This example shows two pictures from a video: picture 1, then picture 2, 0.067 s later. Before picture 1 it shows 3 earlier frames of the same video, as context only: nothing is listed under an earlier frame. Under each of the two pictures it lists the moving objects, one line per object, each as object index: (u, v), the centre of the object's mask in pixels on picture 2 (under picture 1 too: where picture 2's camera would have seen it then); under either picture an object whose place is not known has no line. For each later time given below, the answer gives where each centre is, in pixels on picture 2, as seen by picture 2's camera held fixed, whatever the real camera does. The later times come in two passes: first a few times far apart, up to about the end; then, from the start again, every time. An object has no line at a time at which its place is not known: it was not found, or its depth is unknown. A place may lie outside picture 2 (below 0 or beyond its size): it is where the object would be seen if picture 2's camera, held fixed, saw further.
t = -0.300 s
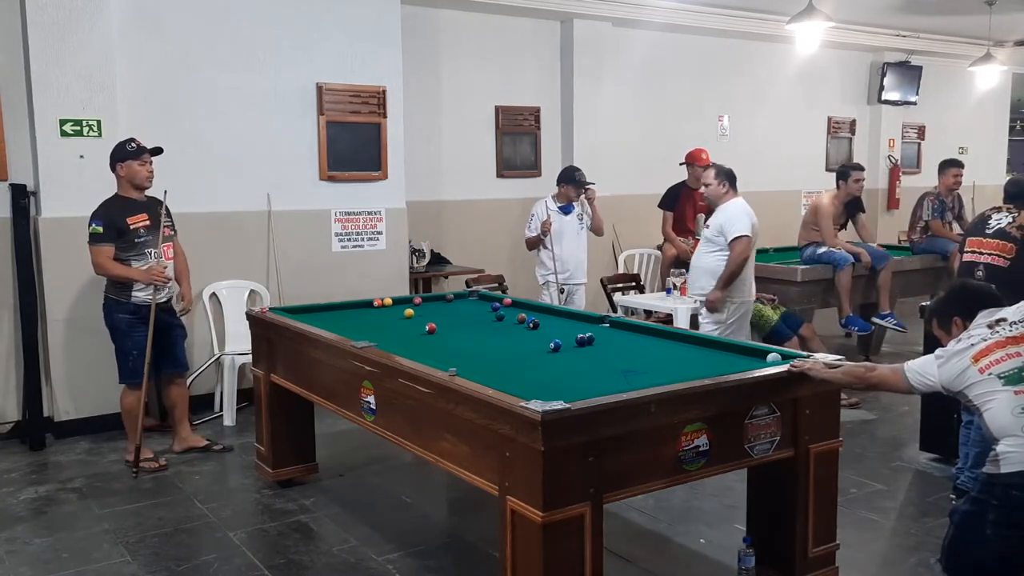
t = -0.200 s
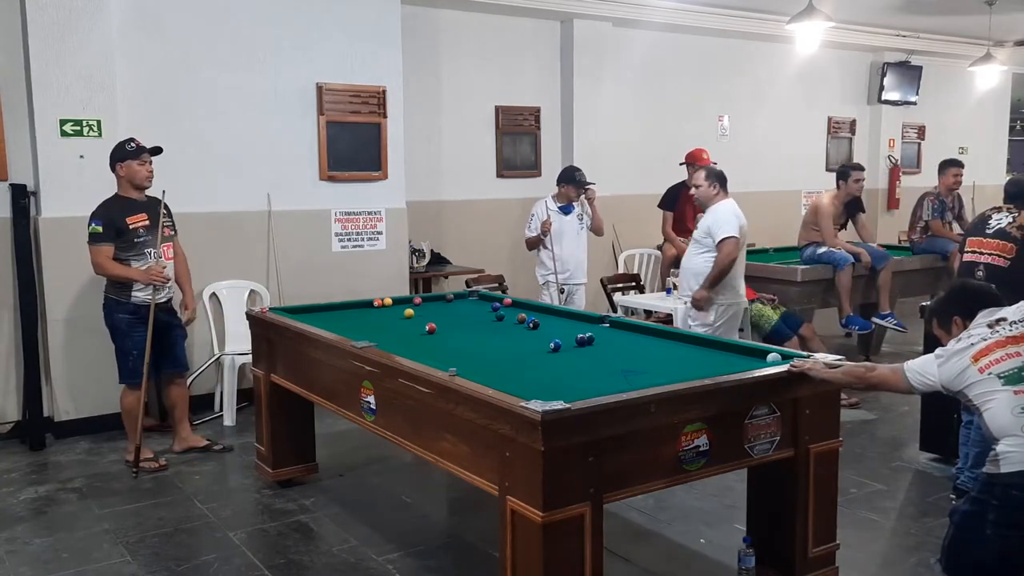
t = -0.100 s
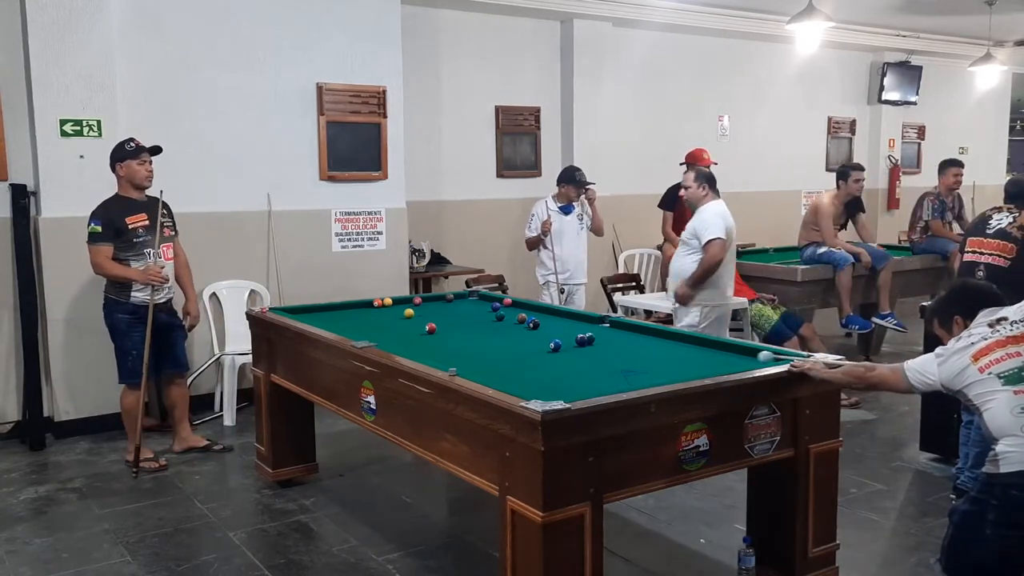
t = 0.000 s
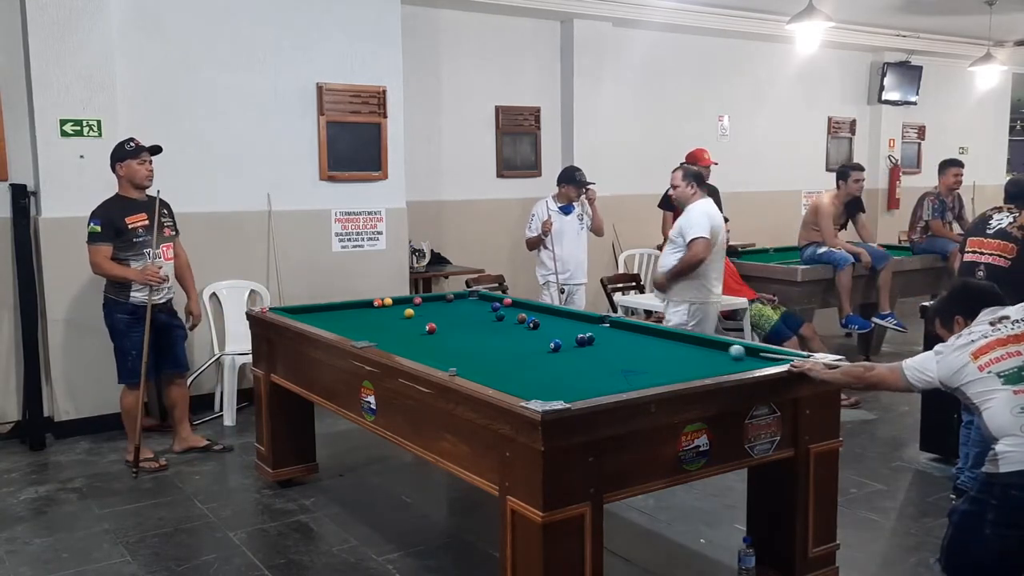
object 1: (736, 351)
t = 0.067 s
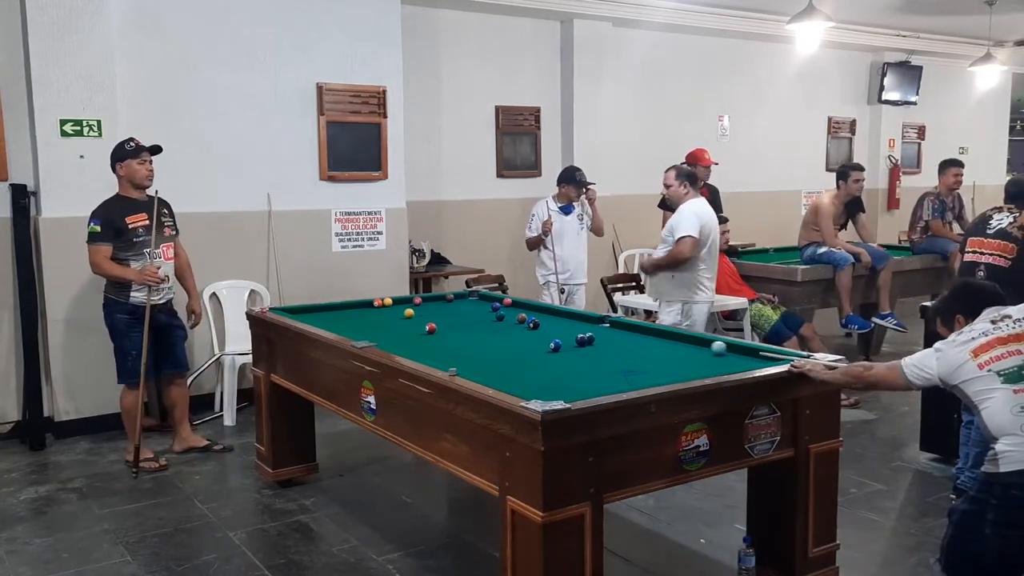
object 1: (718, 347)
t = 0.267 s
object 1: (668, 332)
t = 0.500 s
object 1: (620, 325)
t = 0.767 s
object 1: (572, 315)
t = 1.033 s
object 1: (532, 307)
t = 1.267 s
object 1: (509, 302)
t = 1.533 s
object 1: (495, 299)
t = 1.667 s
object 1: (489, 298)
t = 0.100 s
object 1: (709, 345)
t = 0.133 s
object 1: (701, 343)
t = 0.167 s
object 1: (692, 341)
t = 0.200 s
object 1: (684, 339)
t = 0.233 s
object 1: (676, 338)
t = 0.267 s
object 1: (668, 332)
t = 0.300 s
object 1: (661, 333)
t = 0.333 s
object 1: (654, 332)
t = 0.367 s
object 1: (647, 330)
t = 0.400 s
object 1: (640, 330)
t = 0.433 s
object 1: (633, 328)
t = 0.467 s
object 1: (626, 327)
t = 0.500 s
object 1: (620, 325)
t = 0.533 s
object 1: (614, 324)
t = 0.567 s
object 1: (607, 322)
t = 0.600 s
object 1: (601, 321)
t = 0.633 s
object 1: (595, 320)
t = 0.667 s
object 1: (589, 319)
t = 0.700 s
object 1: (583, 318)
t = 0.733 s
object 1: (578, 316)
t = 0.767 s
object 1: (572, 315)
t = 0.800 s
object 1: (567, 314)
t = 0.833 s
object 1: (561, 313)
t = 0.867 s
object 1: (556, 312)
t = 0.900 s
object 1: (551, 311)
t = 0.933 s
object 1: (546, 309)
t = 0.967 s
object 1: (541, 308)
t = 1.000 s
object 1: (536, 307)
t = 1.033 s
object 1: (532, 307)
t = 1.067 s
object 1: (527, 306)
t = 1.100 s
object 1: (522, 305)
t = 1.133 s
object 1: (518, 303)
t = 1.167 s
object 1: (514, 303)
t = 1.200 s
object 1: (512, 302)
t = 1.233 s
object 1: (510, 302)
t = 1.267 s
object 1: (509, 302)
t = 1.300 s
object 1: (507, 301)
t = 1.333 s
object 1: (506, 301)
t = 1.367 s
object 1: (504, 301)
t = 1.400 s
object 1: (502, 301)
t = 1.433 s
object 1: (500, 300)
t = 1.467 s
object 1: (499, 299)
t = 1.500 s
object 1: (497, 299)
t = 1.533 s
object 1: (495, 299)
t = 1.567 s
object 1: (494, 299)
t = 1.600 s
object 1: (492, 298)
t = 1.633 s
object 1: (491, 298)
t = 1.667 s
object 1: (489, 298)
